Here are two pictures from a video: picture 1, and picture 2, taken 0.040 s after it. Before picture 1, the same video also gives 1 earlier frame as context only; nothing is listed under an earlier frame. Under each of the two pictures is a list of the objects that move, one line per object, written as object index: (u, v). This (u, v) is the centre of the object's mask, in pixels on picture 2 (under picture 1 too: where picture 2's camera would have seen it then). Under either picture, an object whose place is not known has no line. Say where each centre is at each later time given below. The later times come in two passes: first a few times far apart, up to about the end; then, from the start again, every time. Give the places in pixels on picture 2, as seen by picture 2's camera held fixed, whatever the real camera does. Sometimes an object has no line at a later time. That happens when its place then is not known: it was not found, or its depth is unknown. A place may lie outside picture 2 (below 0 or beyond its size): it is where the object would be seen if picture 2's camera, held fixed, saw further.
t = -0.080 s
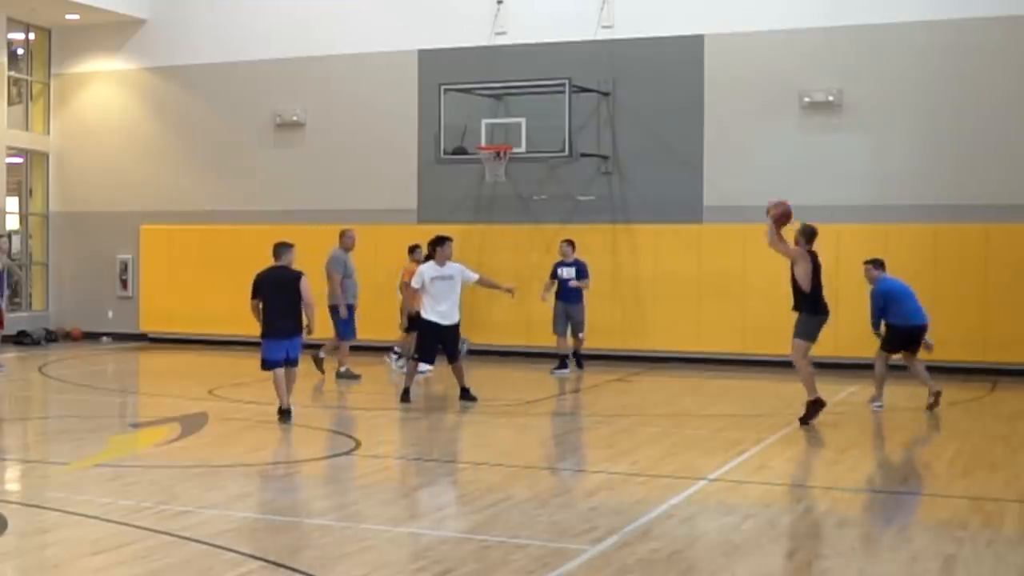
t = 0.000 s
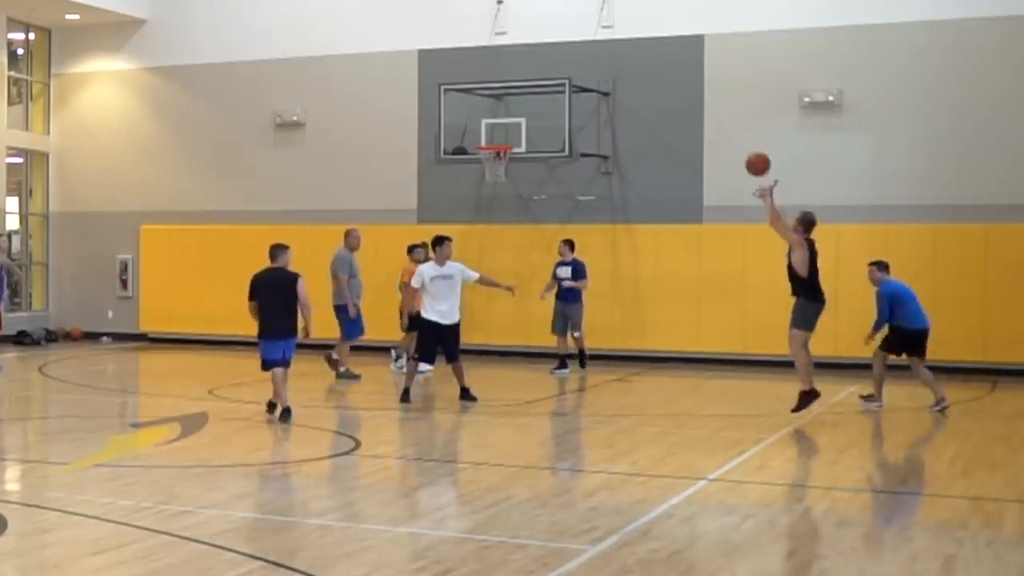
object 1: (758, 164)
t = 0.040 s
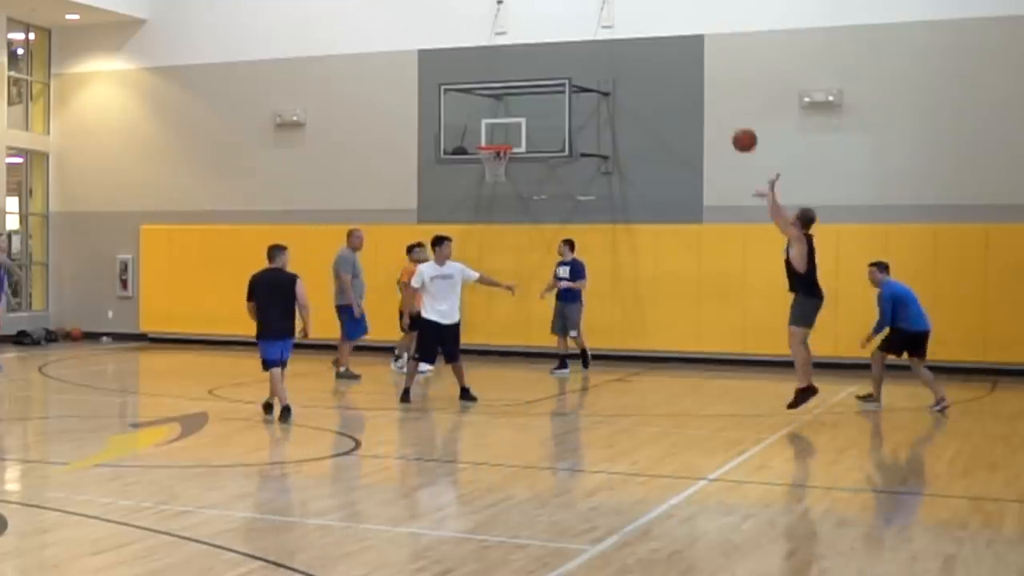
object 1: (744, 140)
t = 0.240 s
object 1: (685, 57)
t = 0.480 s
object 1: (624, 14)
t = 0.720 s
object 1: (574, 23)
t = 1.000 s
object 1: (522, 84)
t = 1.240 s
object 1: (490, 165)
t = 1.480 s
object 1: (498, 161)
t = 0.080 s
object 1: (731, 118)
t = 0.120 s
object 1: (721, 103)
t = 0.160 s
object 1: (709, 85)
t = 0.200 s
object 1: (697, 71)
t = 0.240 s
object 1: (685, 57)
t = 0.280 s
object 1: (674, 46)
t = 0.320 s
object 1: (665, 37)
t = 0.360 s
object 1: (655, 29)
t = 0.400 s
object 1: (644, 23)
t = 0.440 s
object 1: (634, 17)
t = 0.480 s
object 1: (624, 14)
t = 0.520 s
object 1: (617, 13)
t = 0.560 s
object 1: (607, 12)
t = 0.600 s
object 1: (598, 13)
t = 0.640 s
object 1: (590, 15)
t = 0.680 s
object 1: (581, 19)
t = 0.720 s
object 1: (574, 23)
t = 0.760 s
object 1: (566, 29)
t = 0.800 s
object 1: (558, 36)
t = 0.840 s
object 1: (550, 44)
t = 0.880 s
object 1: (543, 54)
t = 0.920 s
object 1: (536, 62)
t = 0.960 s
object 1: (529, 72)
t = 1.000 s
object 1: (522, 84)
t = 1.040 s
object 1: (515, 99)
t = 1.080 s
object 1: (508, 112)
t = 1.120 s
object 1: (503, 125)
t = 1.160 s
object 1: (496, 140)
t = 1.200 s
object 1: (493, 155)
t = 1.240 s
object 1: (490, 165)
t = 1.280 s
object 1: (491, 165)
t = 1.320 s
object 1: (492, 164)
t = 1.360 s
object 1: (494, 162)
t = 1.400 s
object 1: (496, 160)
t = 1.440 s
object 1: (498, 160)
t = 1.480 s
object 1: (498, 161)
